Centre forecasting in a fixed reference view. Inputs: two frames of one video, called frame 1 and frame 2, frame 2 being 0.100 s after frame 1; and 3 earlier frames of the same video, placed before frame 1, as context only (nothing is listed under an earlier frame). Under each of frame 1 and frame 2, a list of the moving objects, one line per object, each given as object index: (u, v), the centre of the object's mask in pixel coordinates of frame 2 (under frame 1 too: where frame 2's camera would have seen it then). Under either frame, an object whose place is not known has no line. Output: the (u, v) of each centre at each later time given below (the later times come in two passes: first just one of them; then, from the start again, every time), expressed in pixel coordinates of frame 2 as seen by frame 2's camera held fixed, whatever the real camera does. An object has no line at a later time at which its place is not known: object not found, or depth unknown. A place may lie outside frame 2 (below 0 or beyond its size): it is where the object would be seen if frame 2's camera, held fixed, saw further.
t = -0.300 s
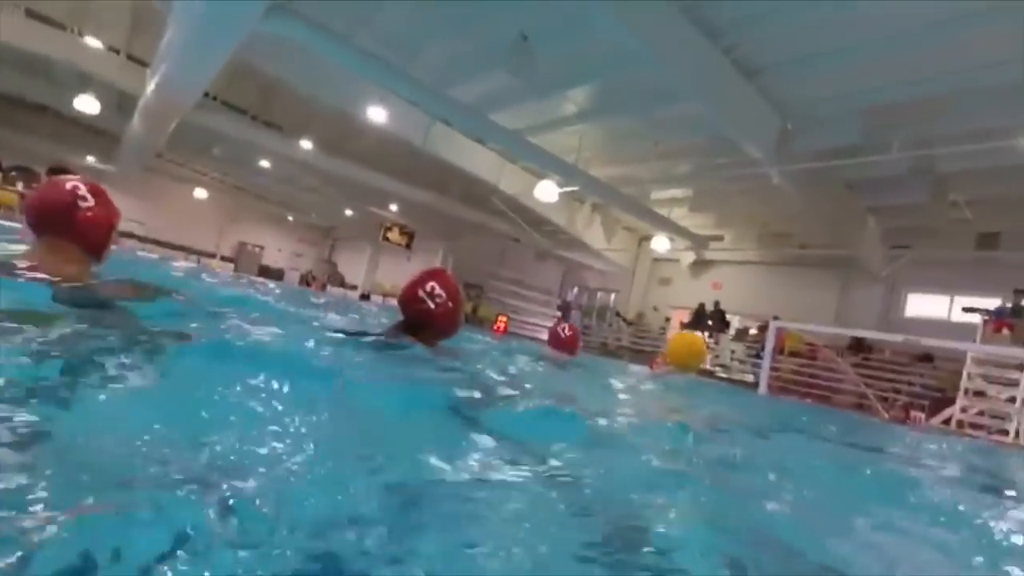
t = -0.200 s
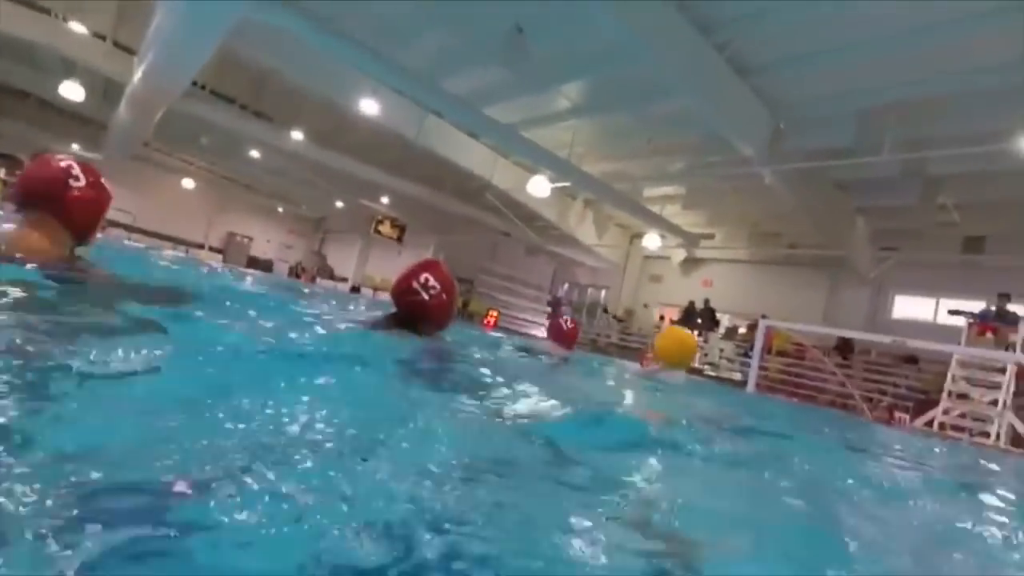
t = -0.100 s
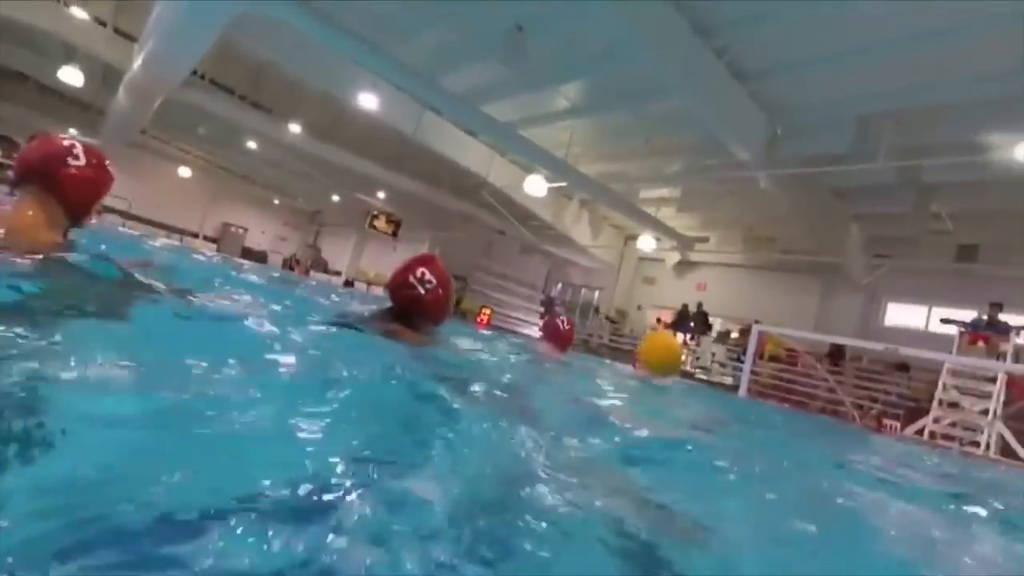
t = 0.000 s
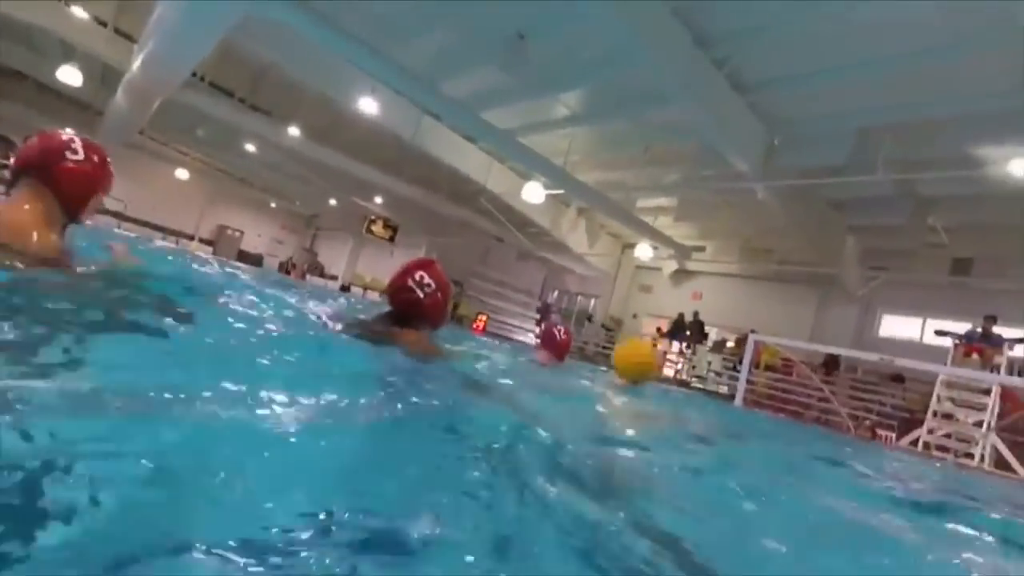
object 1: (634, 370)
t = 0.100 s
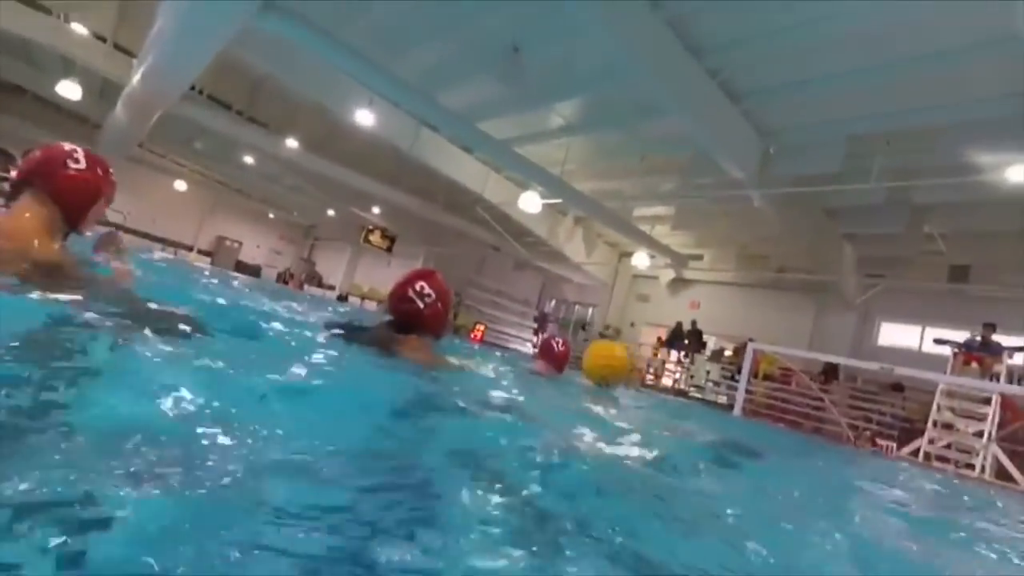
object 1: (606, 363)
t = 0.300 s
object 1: (564, 335)
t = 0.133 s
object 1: (597, 359)
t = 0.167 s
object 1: (588, 355)
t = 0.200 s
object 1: (581, 350)
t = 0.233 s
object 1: (574, 346)
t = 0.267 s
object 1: (568, 340)
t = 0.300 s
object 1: (564, 335)
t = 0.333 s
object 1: (558, 329)
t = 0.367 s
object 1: (555, 322)
